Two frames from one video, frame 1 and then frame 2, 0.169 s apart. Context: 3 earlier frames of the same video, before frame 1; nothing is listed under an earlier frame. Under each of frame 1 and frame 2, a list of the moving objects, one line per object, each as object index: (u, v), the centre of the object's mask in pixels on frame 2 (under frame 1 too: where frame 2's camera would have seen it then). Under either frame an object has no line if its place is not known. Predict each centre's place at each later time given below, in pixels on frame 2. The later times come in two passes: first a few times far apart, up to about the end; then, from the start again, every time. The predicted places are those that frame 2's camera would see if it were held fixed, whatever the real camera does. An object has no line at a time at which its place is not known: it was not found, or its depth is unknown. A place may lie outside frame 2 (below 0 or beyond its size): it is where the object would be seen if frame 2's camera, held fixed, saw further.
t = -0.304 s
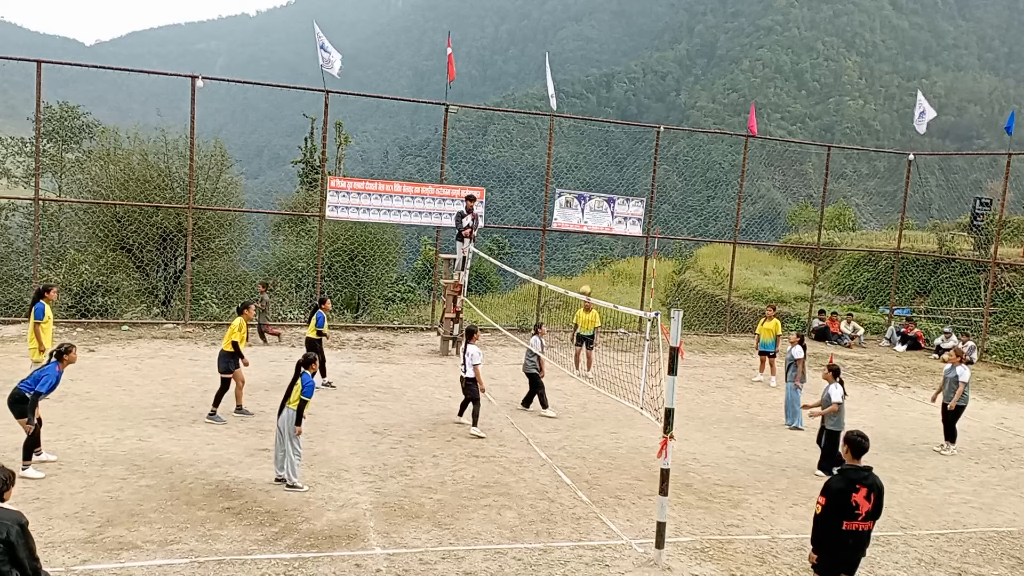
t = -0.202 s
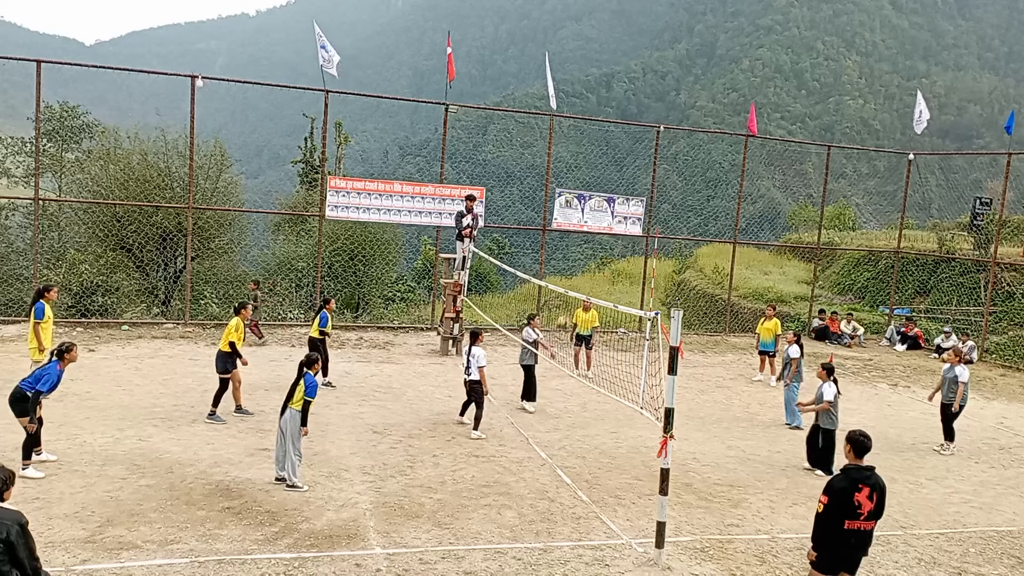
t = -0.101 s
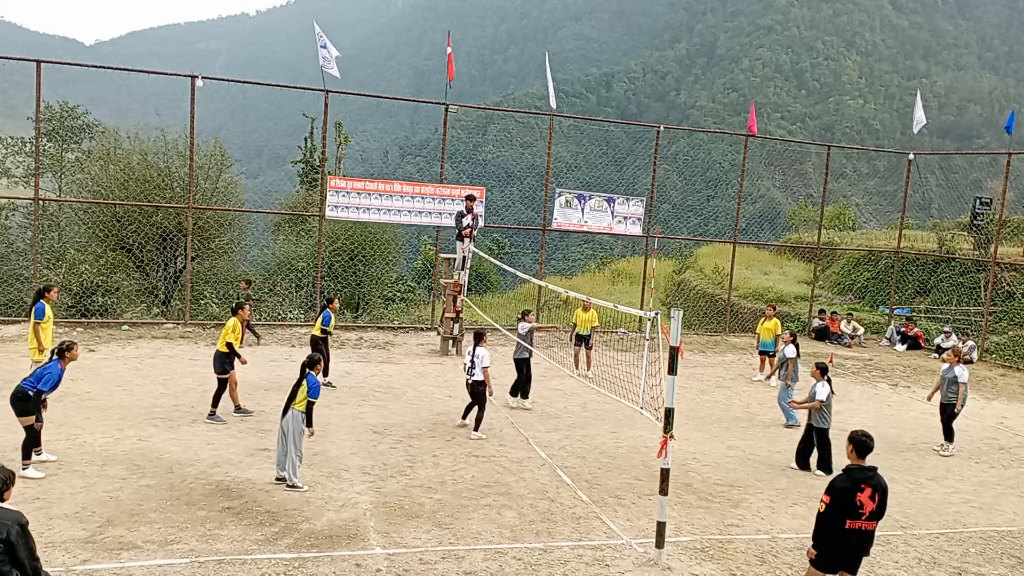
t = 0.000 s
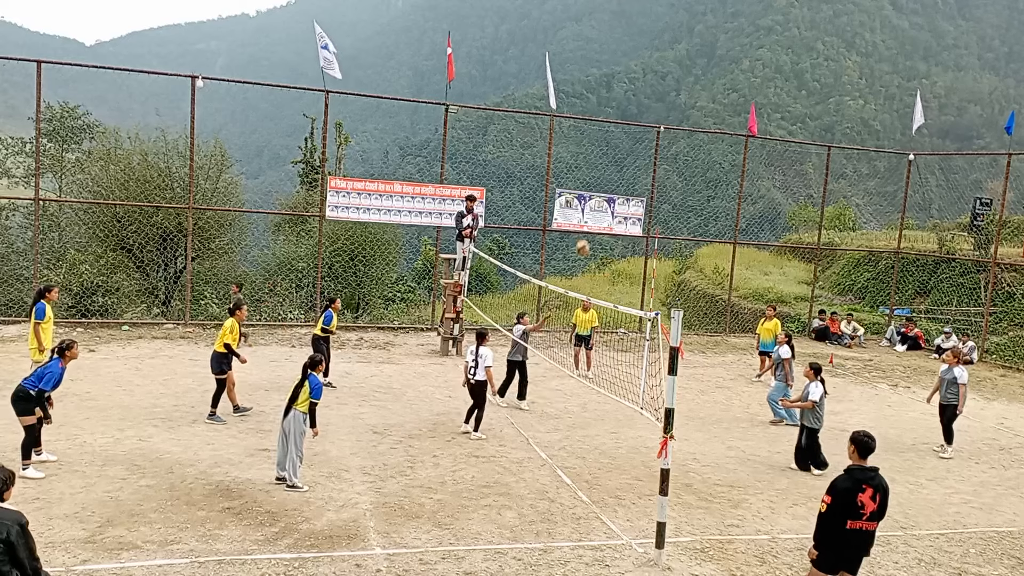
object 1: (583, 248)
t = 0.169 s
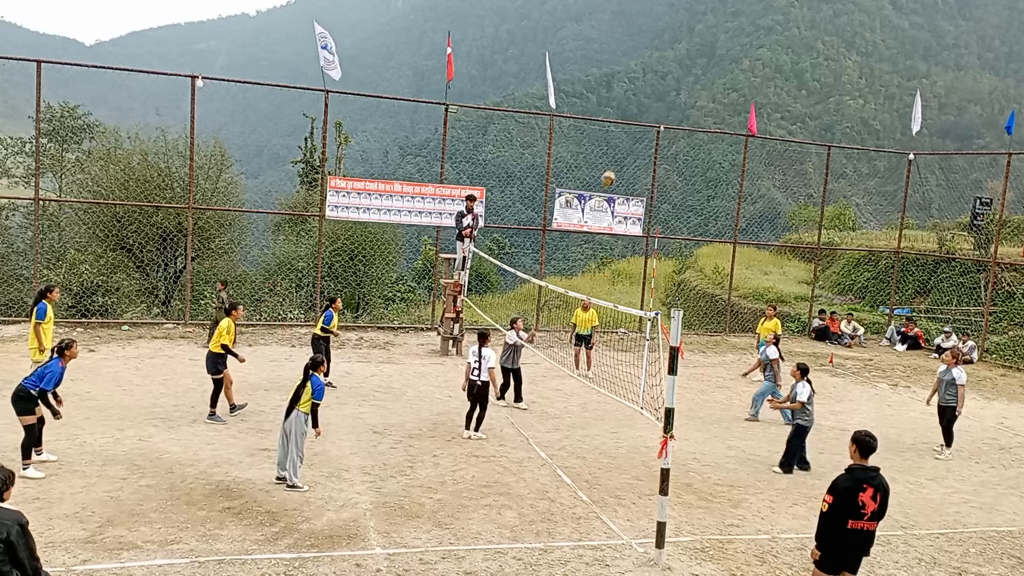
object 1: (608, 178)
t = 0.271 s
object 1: (623, 146)
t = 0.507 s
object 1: (656, 98)
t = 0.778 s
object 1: (689, 88)
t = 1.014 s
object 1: (714, 119)
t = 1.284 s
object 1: (735, 195)
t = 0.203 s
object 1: (613, 167)
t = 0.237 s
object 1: (618, 156)
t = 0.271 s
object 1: (623, 146)
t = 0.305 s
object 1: (629, 137)
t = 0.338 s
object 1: (633, 128)
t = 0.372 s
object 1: (638, 120)
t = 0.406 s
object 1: (642, 113)
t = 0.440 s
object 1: (647, 107)
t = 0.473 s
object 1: (652, 102)
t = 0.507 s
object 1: (656, 98)
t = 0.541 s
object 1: (661, 94)
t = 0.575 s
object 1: (665, 91)
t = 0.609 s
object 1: (669, 89)
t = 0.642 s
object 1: (674, 87)
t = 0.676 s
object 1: (677, 86)
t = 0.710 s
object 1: (681, 86)
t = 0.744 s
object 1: (685, 87)
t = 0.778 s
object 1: (689, 88)
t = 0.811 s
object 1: (693, 91)
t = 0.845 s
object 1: (697, 93)
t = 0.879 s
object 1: (700, 97)
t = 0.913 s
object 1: (704, 101)
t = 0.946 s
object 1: (707, 107)
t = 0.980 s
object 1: (710, 112)
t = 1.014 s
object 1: (714, 119)
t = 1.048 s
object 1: (717, 126)
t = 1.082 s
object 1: (719, 134)
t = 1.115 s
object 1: (722, 143)
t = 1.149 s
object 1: (725, 152)
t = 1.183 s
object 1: (728, 161)
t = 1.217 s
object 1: (731, 172)
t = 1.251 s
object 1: (733, 184)
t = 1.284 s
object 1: (735, 195)
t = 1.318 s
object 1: (737, 207)
